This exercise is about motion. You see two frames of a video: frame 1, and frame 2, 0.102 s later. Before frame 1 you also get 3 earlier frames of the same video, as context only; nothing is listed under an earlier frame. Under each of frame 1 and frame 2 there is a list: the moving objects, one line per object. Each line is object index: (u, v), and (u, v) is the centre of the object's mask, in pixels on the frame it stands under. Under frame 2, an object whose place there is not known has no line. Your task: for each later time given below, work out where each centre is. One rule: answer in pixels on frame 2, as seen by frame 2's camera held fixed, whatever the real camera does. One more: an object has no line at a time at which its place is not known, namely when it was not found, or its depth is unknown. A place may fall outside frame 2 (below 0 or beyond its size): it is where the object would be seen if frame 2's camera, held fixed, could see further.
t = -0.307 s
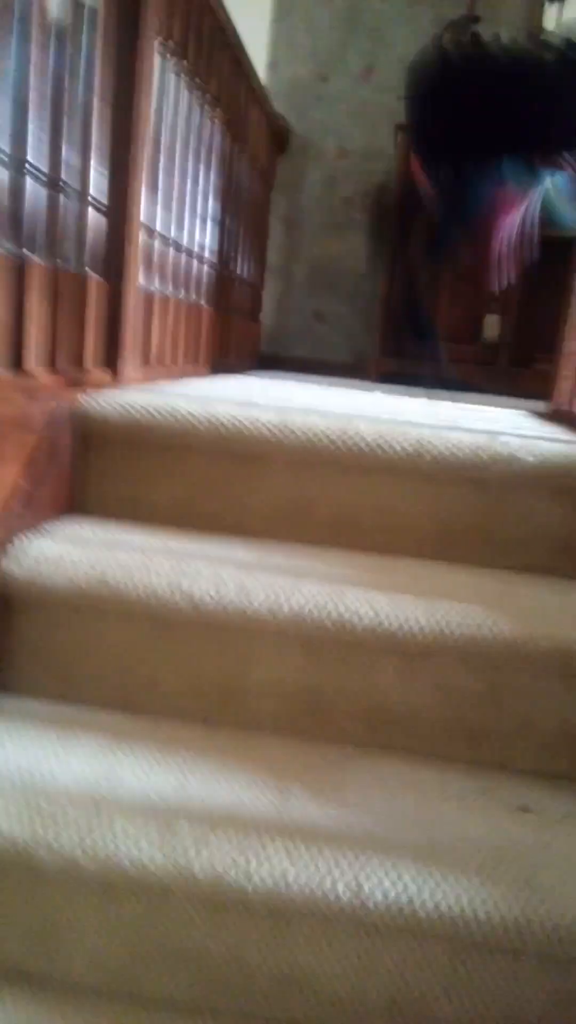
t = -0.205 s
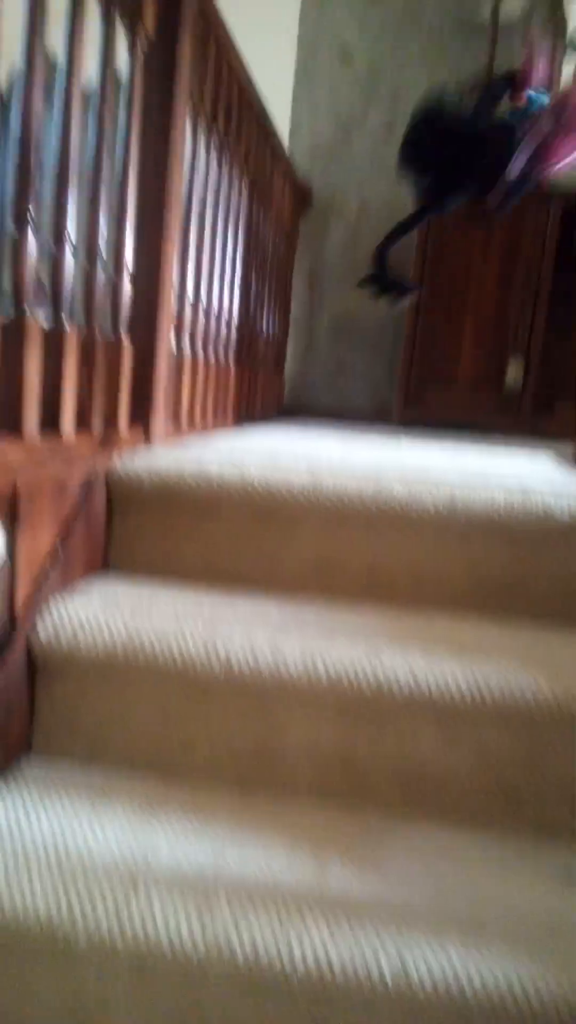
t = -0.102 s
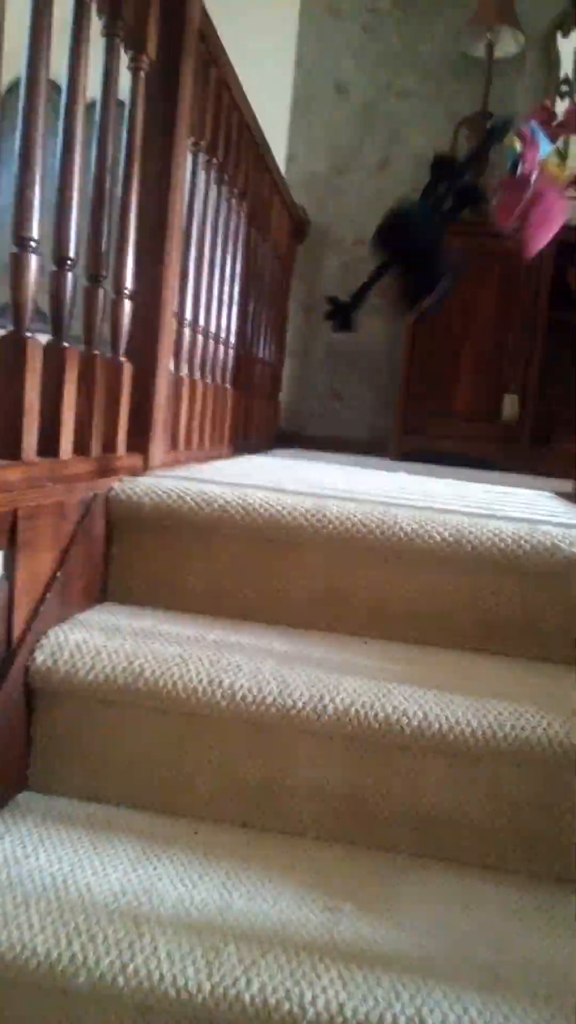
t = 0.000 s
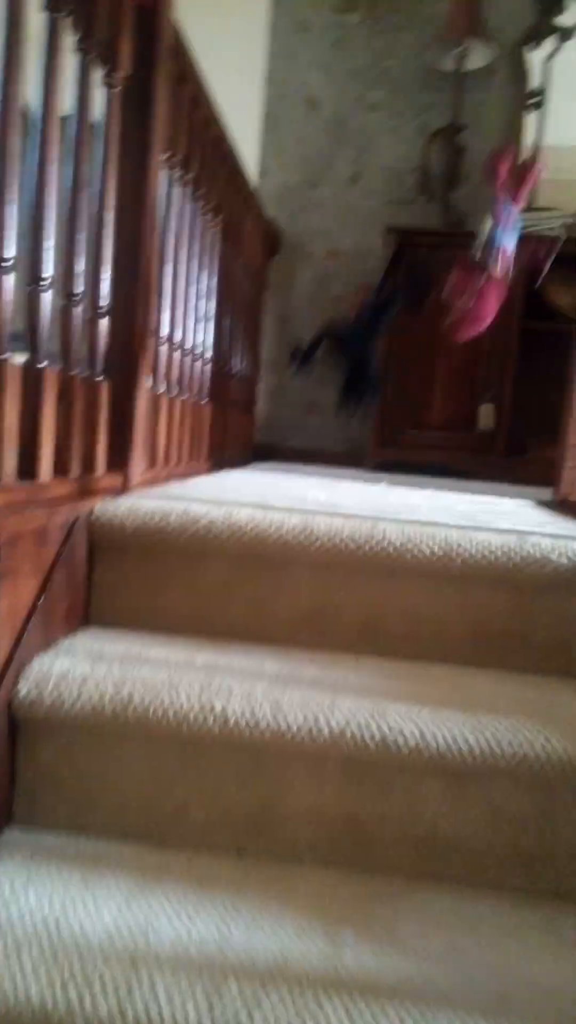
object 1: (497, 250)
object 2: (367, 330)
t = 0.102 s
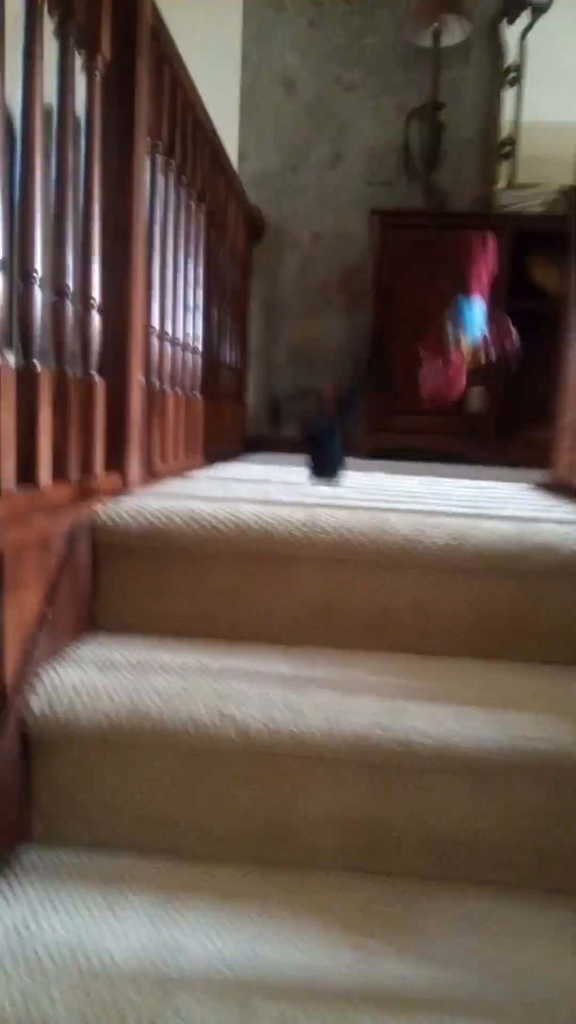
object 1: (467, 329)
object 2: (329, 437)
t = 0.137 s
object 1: (469, 367)
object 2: (329, 450)
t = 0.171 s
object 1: (463, 404)
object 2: (328, 449)
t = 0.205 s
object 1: (455, 434)
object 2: (301, 450)
